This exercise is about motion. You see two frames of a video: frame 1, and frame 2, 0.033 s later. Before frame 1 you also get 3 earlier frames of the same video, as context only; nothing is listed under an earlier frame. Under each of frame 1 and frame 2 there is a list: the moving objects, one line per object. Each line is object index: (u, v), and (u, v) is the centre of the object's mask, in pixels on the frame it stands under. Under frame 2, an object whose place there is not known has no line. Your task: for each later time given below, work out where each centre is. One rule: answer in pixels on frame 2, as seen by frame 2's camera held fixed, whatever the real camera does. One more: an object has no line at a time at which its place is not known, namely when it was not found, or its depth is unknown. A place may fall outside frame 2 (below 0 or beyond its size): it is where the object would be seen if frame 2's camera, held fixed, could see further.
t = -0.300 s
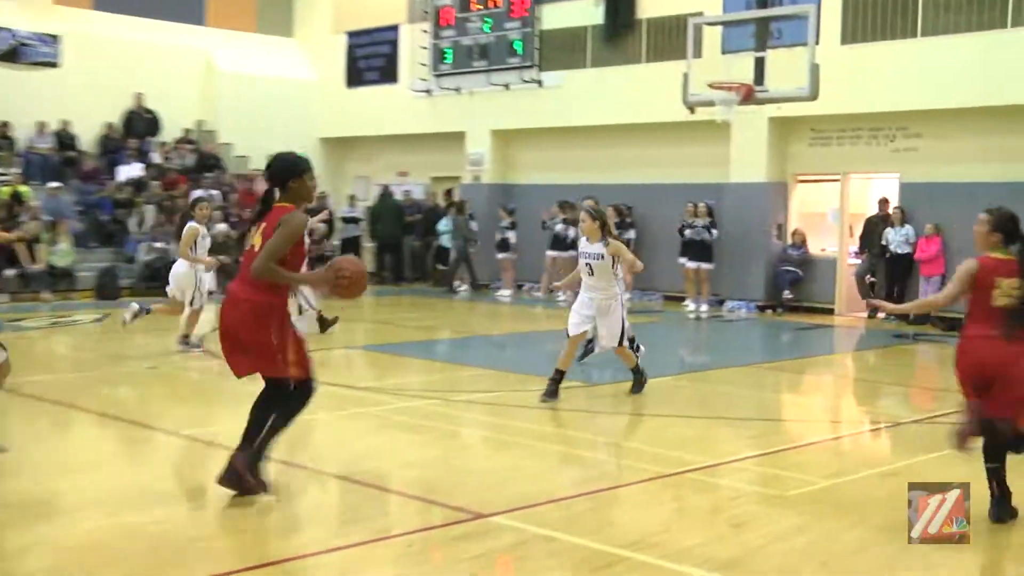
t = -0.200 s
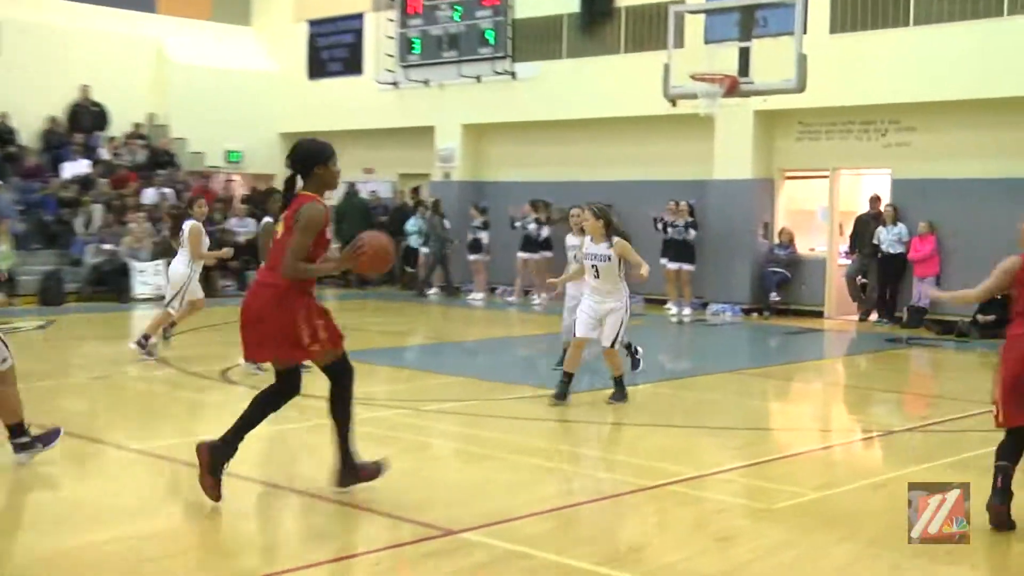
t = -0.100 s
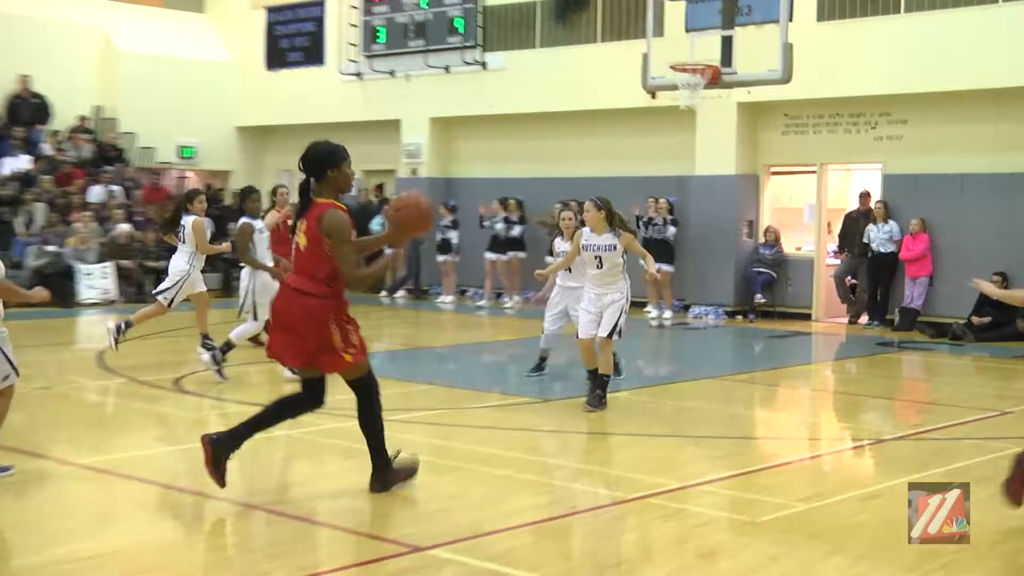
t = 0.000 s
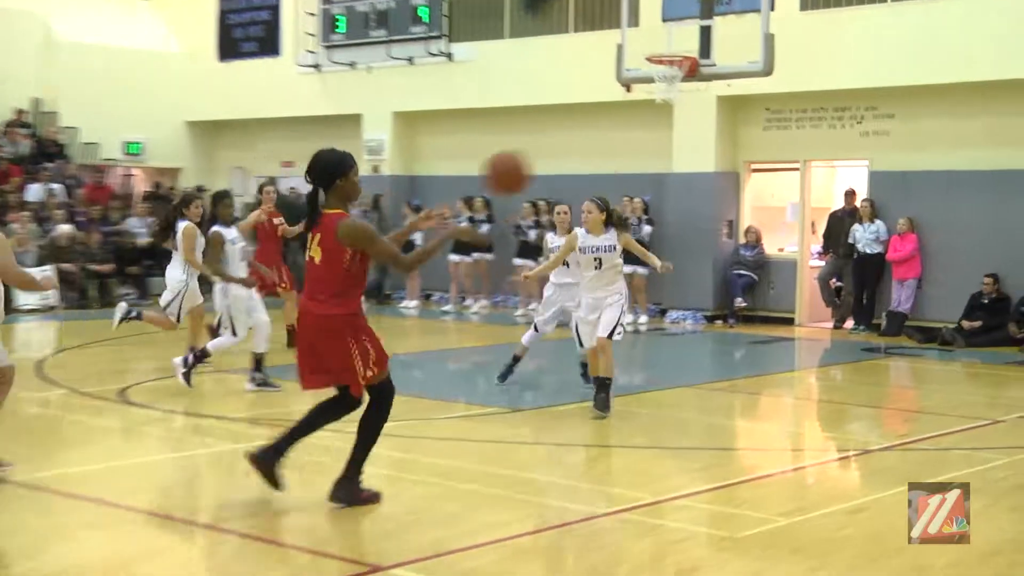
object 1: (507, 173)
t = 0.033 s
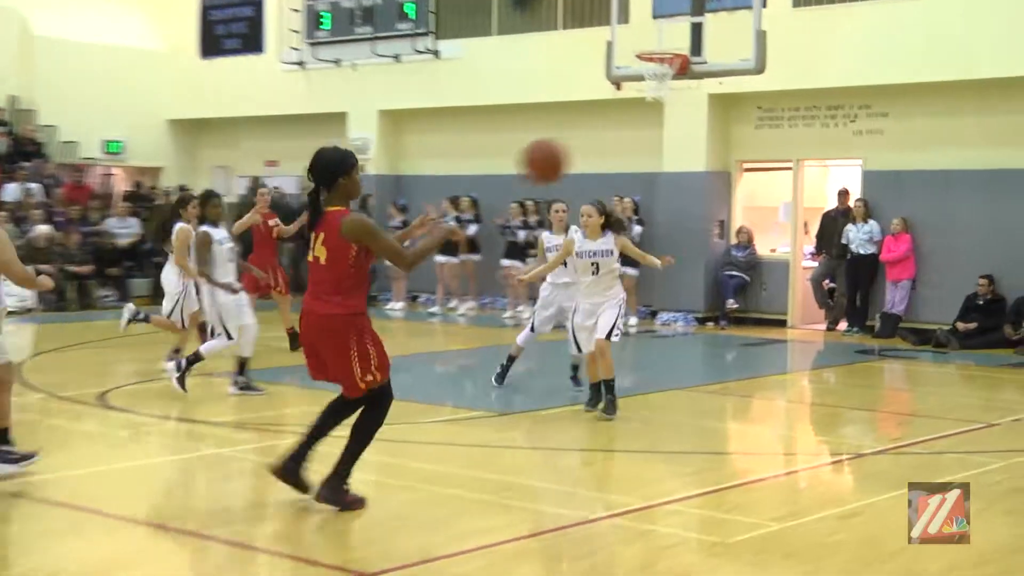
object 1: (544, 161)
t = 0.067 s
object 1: (594, 152)
